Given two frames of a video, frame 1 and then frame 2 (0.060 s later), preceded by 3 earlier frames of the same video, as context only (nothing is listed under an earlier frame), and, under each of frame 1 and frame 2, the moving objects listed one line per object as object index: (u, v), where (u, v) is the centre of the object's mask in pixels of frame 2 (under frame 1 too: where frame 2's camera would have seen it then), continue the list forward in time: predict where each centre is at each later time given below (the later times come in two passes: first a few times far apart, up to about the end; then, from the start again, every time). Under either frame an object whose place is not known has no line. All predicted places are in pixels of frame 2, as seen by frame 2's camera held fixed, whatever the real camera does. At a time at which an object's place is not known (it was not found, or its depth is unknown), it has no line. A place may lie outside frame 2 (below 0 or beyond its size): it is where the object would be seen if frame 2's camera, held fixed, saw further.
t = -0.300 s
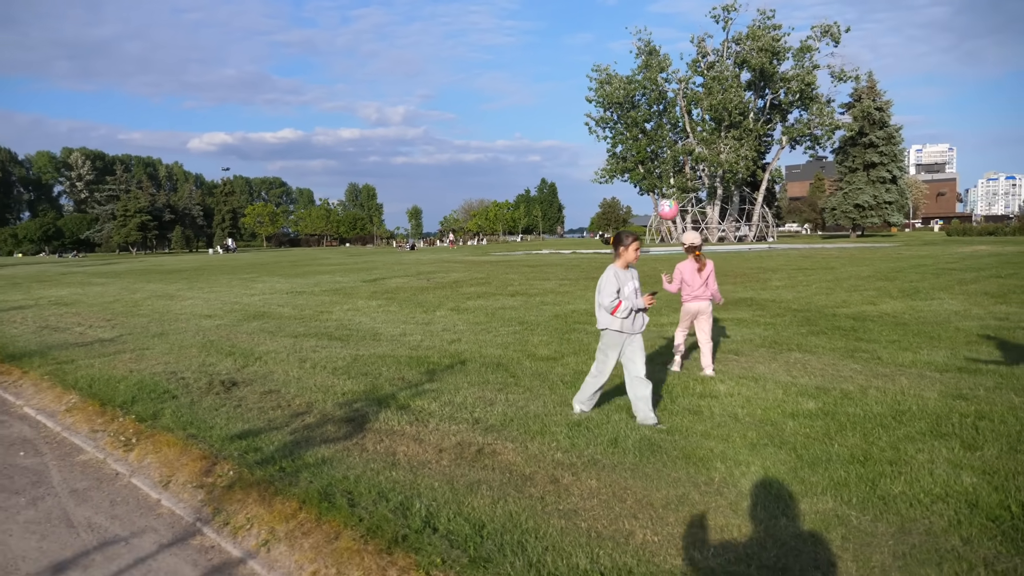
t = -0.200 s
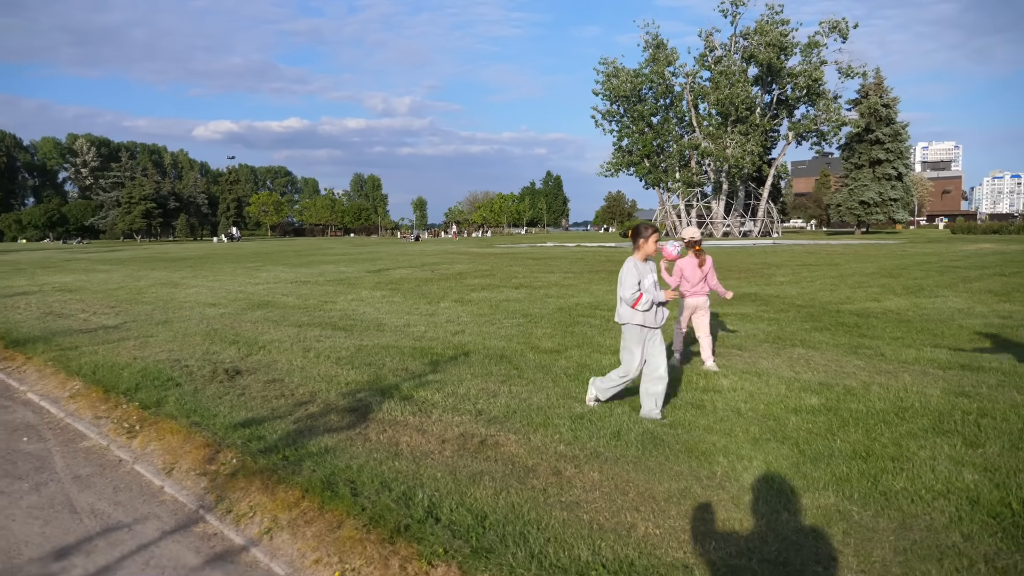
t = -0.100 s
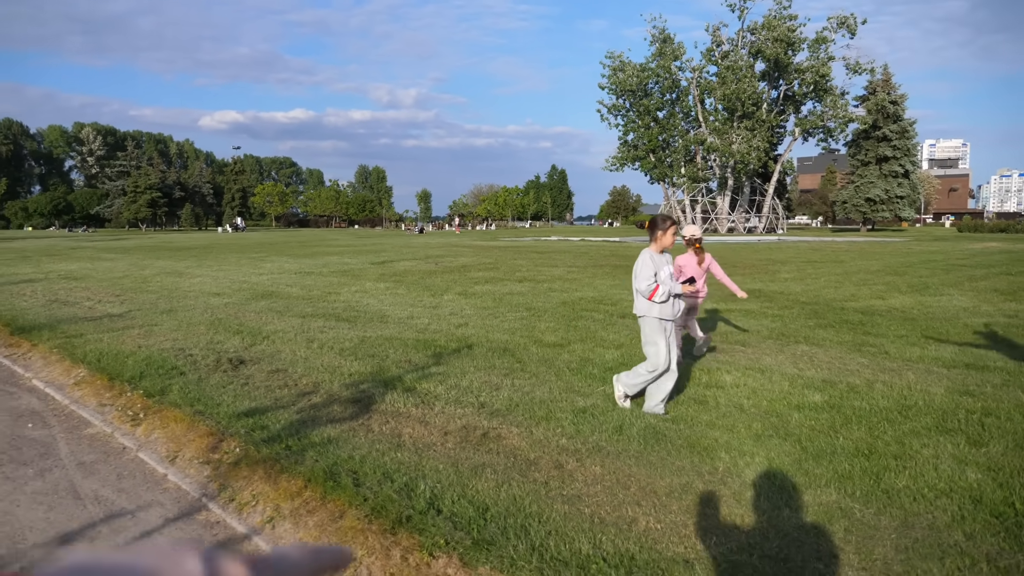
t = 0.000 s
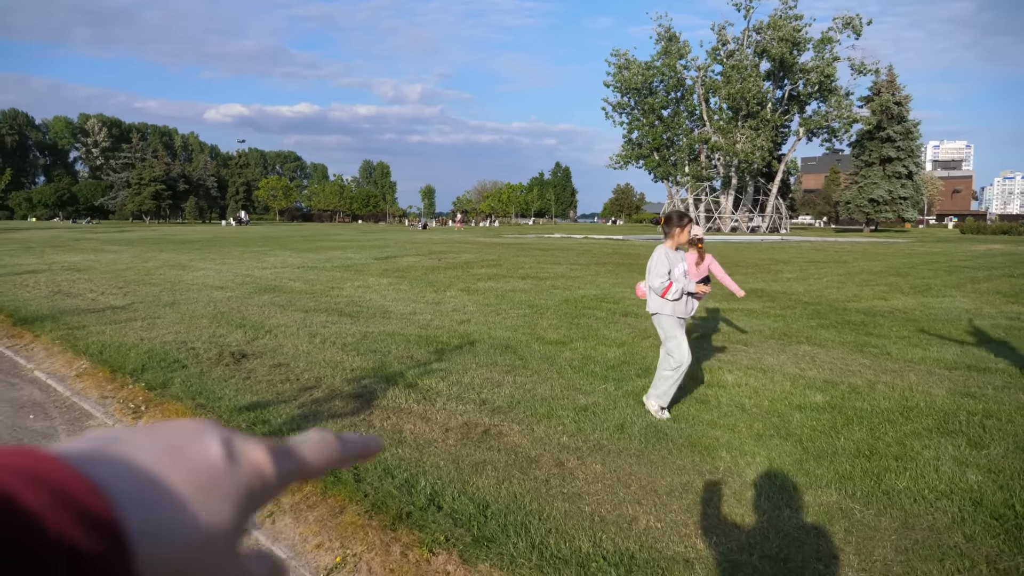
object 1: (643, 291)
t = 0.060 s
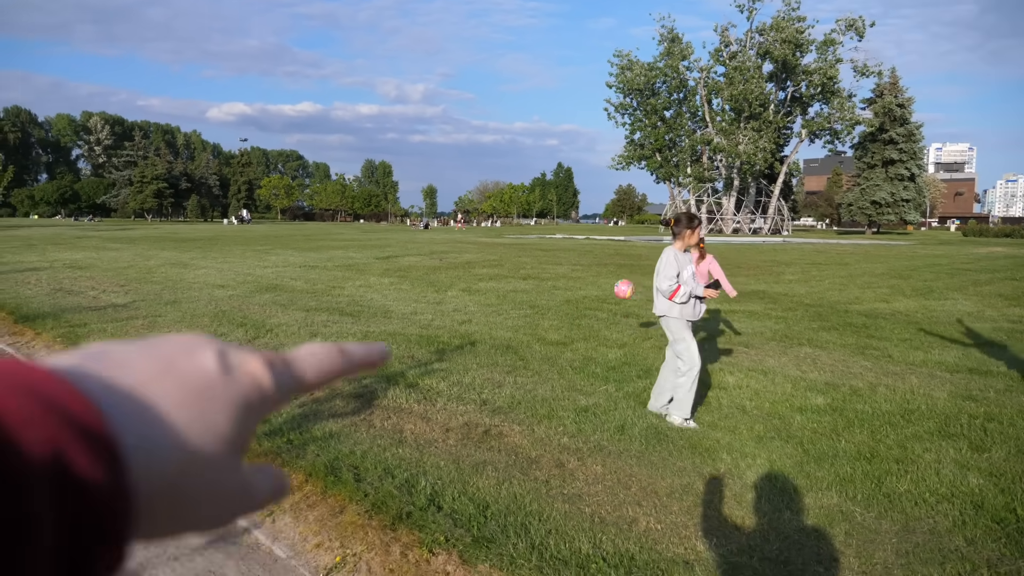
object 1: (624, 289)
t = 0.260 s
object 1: (552, 309)
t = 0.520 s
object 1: (486, 326)
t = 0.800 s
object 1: (435, 332)
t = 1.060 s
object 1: (397, 330)
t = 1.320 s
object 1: (374, 327)
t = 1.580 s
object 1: (358, 327)
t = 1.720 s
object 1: (356, 326)
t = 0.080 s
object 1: (616, 289)
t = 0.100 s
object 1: (609, 290)
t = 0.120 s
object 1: (602, 291)
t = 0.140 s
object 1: (594, 292)
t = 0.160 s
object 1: (587, 294)
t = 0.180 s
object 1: (579, 296)
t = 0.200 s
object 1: (572, 299)
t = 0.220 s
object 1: (566, 302)
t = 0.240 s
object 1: (559, 305)
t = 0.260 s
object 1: (552, 309)
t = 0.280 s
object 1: (546, 313)
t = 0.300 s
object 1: (540, 318)
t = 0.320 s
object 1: (534, 322)
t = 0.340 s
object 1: (527, 327)
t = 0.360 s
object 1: (521, 333)
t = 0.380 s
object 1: (515, 337)
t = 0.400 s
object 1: (510, 337)
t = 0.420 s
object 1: (506, 335)
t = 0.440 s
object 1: (502, 332)
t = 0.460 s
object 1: (498, 330)
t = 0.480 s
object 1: (494, 329)
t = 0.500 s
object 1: (490, 327)
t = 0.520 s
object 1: (486, 326)
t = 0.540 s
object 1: (483, 324)
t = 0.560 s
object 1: (479, 324)
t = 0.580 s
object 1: (476, 323)
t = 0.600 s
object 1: (472, 323)
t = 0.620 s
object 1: (468, 323)
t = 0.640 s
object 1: (464, 324)
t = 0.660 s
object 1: (461, 325)
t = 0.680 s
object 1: (457, 327)
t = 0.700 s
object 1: (453, 329)
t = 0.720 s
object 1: (449, 330)
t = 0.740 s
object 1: (446, 332)
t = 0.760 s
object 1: (442, 333)
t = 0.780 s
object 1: (439, 333)
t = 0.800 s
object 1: (435, 332)
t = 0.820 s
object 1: (432, 331)
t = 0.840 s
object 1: (429, 330)
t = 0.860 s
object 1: (427, 329)
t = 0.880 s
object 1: (424, 328)
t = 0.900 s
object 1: (421, 328)
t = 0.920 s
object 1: (418, 328)
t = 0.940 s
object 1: (414, 328)
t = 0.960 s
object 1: (411, 328)
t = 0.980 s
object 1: (409, 329)
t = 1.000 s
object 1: (405, 330)
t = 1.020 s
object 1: (402, 330)
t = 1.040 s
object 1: (399, 331)
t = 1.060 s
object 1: (397, 330)
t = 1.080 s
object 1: (395, 330)
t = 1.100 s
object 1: (393, 329)
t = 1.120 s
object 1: (391, 329)
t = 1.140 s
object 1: (389, 328)
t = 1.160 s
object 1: (388, 327)
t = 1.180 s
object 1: (386, 326)
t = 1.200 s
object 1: (384, 326)
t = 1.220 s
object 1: (383, 326)
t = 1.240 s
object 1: (381, 326)
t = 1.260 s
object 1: (380, 326)
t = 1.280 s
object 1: (378, 327)
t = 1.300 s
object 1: (376, 327)
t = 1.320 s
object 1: (374, 327)
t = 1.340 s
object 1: (372, 328)
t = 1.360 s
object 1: (371, 328)
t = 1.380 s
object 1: (369, 328)
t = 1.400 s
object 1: (367, 328)
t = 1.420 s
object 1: (365, 328)
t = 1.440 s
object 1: (364, 328)
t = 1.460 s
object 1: (363, 328)
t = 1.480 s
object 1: (362, 328)
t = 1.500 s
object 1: (361, 328)
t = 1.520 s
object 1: (360, 327)
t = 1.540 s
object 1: (359, 327)
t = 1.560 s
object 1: (359, 327)
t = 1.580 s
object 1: (358, 327)
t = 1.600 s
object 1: (358, 326)
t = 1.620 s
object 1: (358, 326)
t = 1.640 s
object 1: (357, 326)
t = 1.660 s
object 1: (357, 326)
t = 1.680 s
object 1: (357, 326)
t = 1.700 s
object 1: (357, 326)
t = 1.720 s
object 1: (356, 326)
